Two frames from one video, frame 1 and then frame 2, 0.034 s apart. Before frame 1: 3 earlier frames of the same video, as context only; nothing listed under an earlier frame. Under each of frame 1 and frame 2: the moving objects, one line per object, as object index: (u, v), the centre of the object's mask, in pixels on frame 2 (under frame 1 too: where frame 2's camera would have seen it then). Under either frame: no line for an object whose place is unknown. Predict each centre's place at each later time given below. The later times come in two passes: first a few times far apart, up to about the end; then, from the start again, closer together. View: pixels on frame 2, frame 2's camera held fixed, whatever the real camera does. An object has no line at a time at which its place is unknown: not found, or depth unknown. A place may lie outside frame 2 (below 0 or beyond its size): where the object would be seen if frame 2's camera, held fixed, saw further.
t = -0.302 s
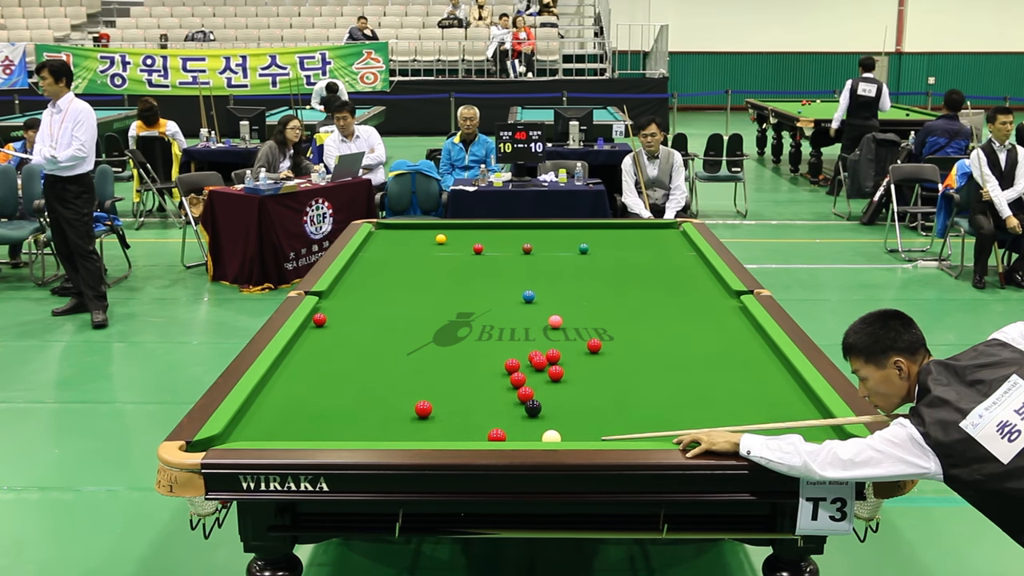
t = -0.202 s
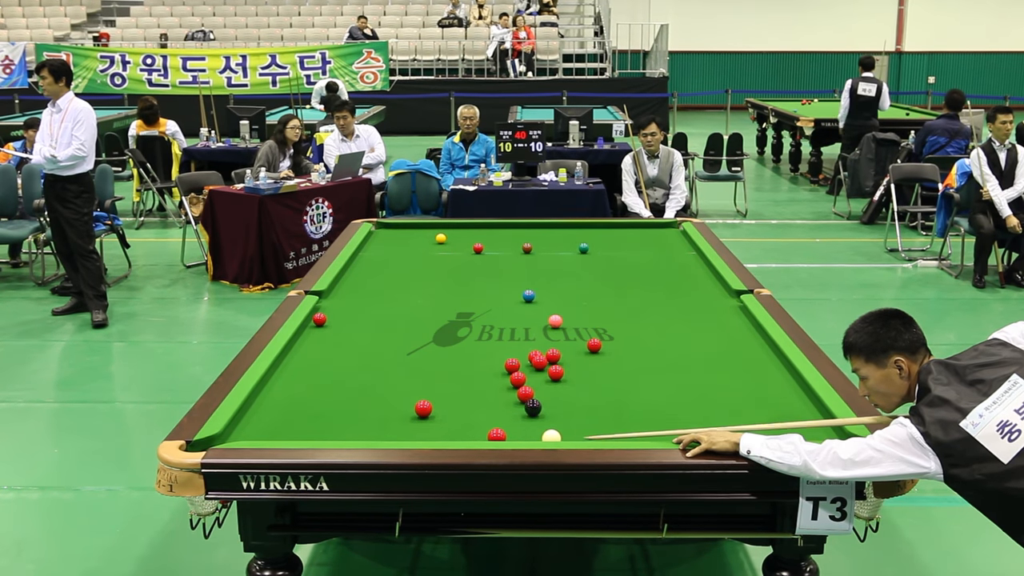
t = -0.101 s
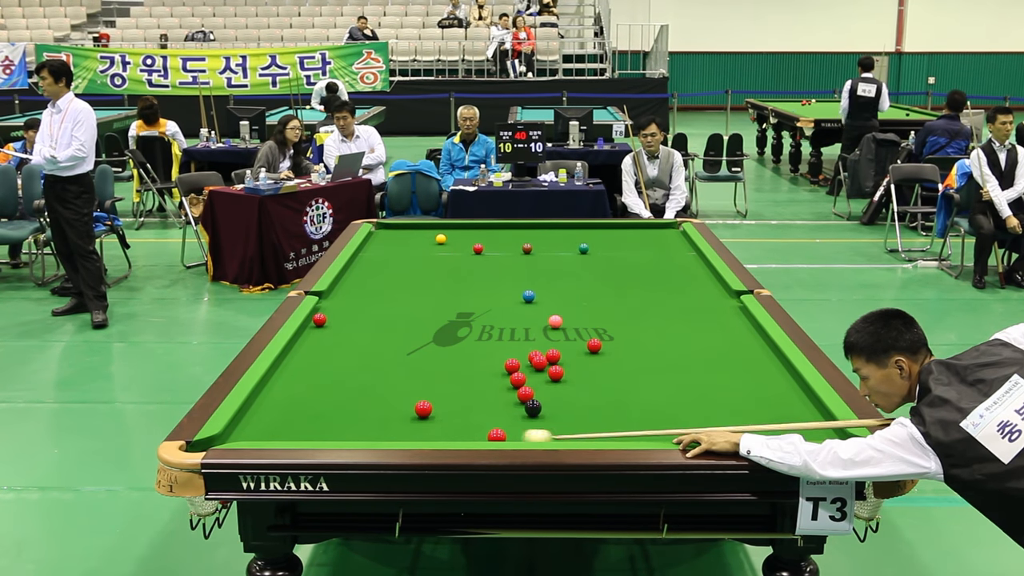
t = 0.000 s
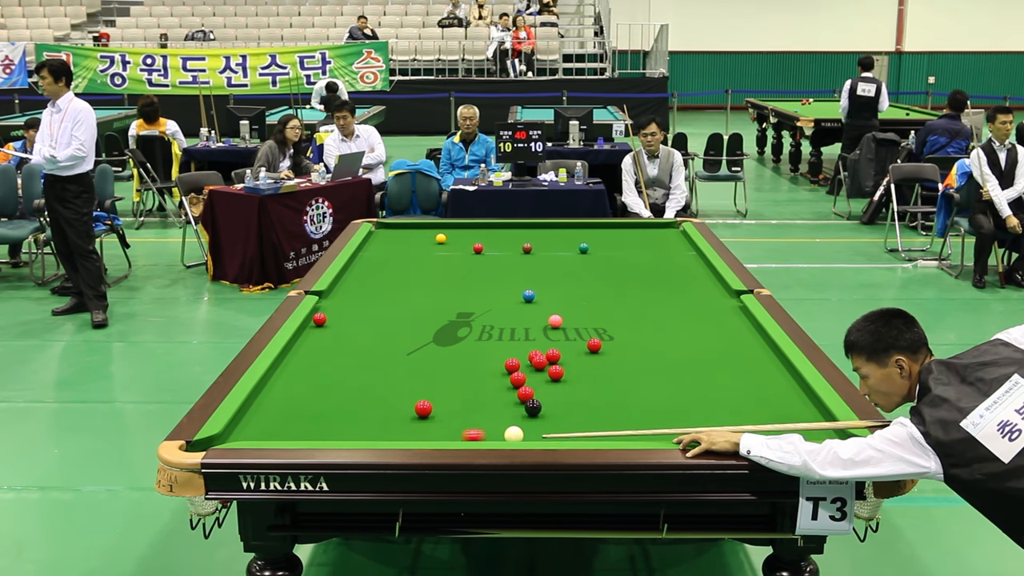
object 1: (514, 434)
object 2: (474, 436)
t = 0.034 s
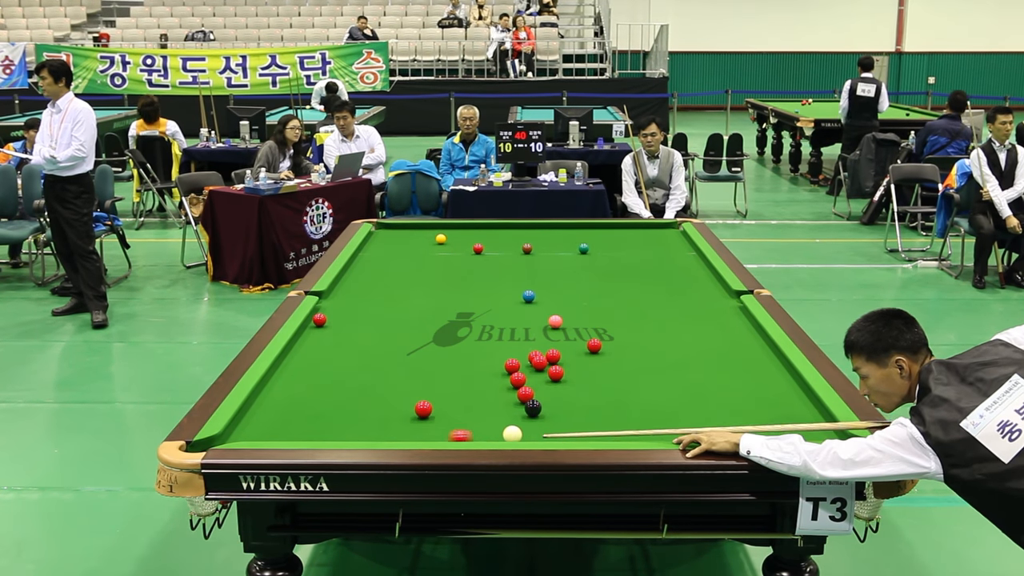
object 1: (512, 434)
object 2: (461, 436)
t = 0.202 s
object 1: (505, 431)
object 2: (407, 437)
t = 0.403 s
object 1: (497, 426)
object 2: (348, 437)
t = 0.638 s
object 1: (488, 421)
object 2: (283, 437)
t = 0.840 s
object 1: (481, 418)
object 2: (227, 439)
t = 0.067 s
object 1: (511, 433)
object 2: (450, 438)
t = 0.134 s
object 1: (508, 432)
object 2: (427, 437)
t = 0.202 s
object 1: (505, 431)
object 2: (407, 437)
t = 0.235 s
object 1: (504, 430)
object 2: (396, 437)
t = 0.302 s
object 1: (501, 428)
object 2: (377, 437)
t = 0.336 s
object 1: (499, 427)
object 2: (367, 437)
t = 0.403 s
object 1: (497, 426)
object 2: (348, 437)
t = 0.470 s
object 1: (494, 425)
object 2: (329, 437)
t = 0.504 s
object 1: (493, 424)
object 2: (320, 437)
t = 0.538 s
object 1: (492, 423)
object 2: (311, 437)
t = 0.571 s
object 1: (490, 423)
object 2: (302, 437)
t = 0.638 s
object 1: (488, 421)
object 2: (283, 437)
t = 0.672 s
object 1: (487, 421)
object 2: (274, 437)
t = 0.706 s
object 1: (485, 420)
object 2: (265, 437)
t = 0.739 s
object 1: (484, 420)
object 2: (255, 437)
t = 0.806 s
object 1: (482, 418)
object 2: (236, 438)
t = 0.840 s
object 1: (481, 418)
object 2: (227, 439)
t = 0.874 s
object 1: (480, 418)
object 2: (218, 440)
